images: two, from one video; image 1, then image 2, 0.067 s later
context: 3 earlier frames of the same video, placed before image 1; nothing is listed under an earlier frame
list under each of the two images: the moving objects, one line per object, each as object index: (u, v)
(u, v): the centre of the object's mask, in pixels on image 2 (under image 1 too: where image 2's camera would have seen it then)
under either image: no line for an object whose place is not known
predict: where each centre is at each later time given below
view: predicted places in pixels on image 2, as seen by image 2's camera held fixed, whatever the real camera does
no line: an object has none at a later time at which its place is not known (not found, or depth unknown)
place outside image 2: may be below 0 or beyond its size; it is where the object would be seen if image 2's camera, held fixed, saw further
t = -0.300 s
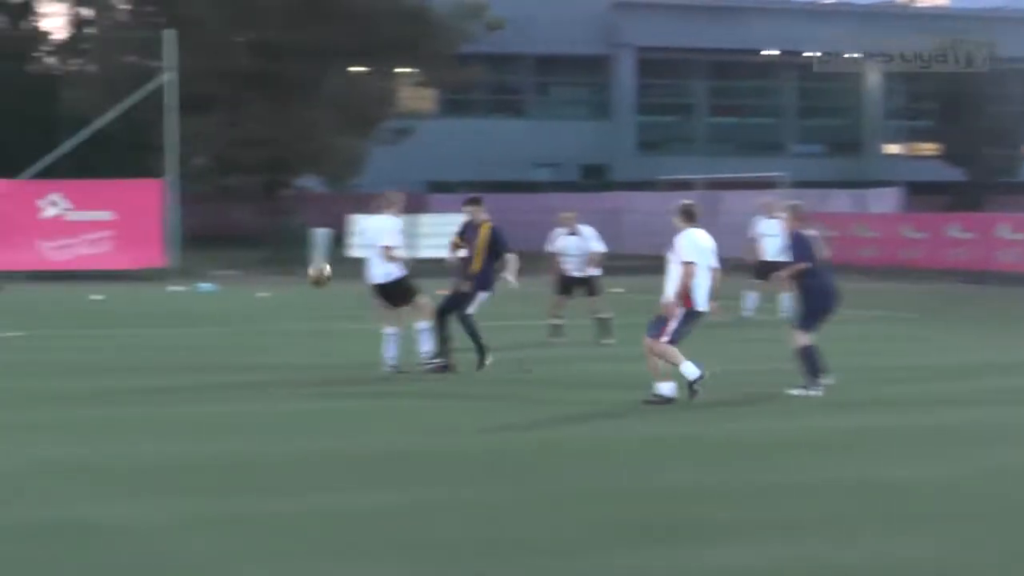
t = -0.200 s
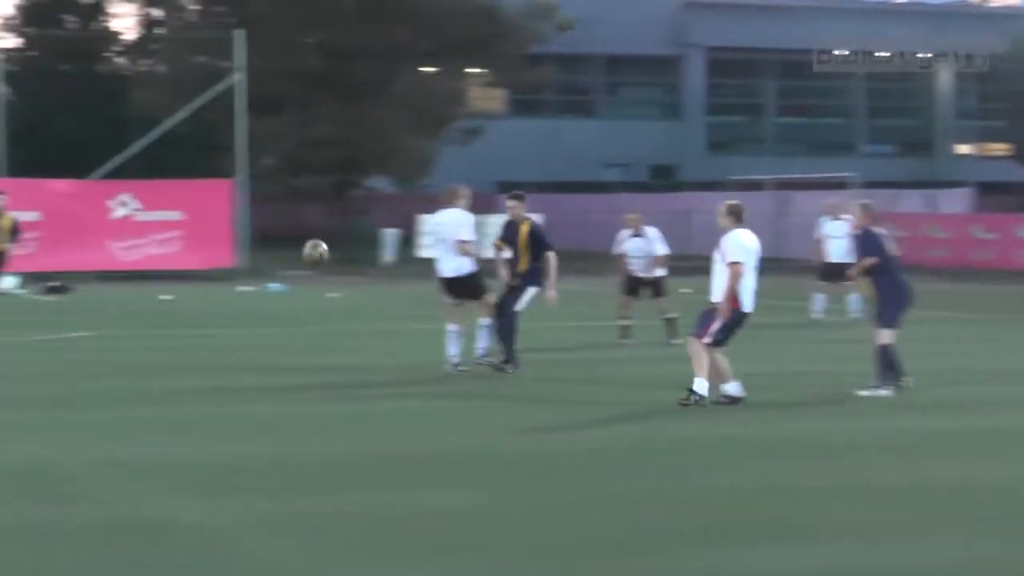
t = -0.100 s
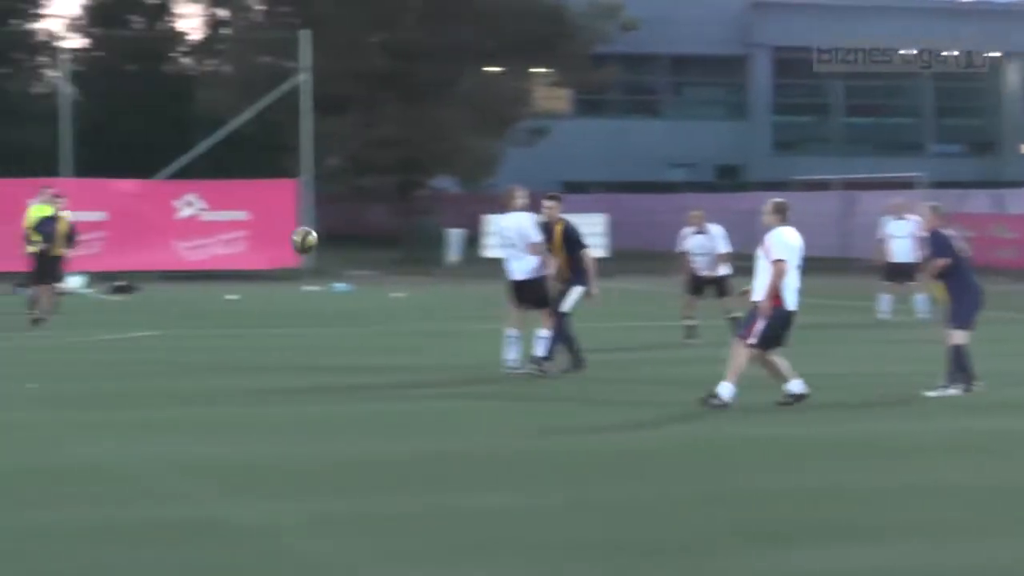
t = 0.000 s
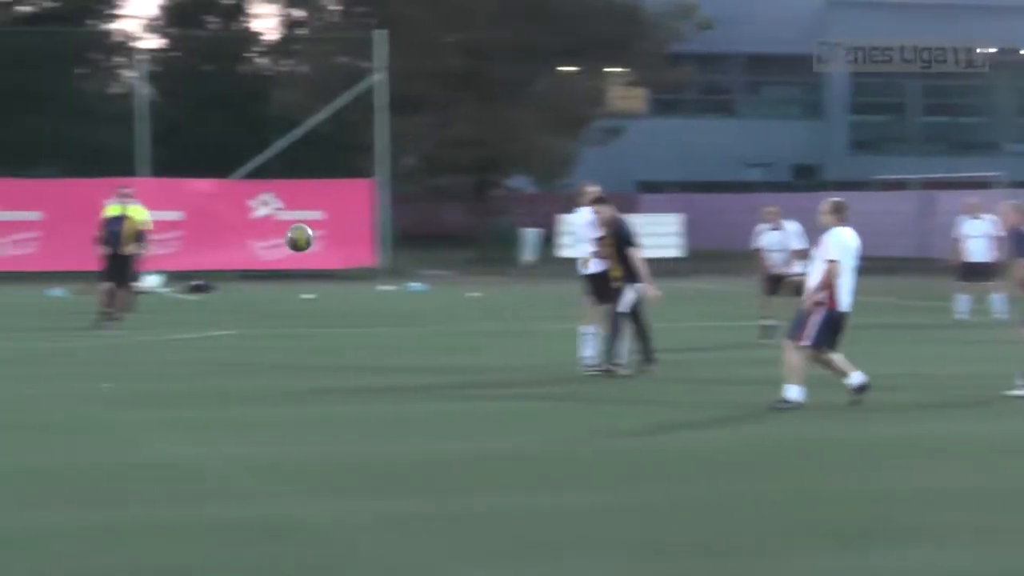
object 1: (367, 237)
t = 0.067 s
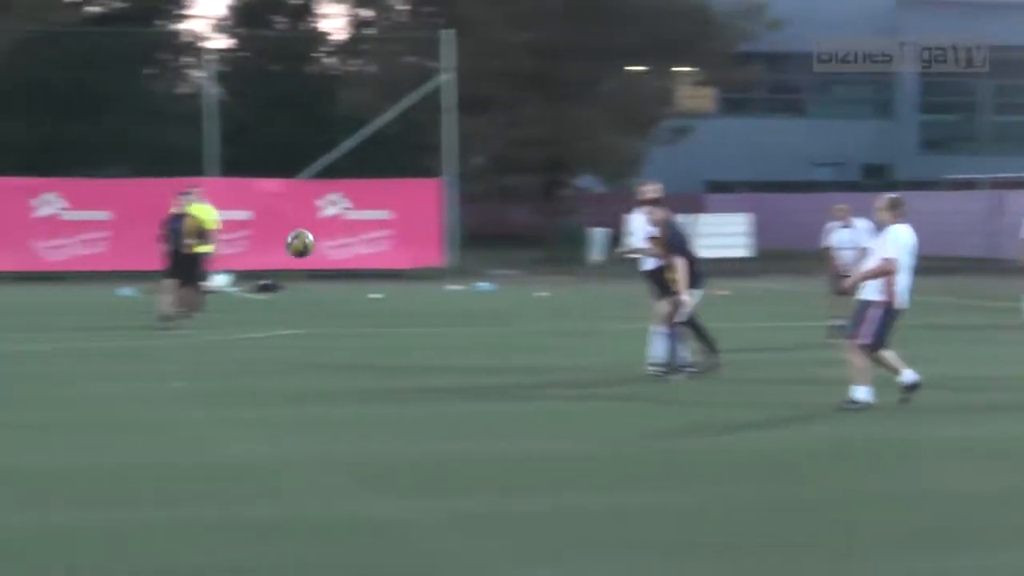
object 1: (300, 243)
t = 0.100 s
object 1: (282, 246)
